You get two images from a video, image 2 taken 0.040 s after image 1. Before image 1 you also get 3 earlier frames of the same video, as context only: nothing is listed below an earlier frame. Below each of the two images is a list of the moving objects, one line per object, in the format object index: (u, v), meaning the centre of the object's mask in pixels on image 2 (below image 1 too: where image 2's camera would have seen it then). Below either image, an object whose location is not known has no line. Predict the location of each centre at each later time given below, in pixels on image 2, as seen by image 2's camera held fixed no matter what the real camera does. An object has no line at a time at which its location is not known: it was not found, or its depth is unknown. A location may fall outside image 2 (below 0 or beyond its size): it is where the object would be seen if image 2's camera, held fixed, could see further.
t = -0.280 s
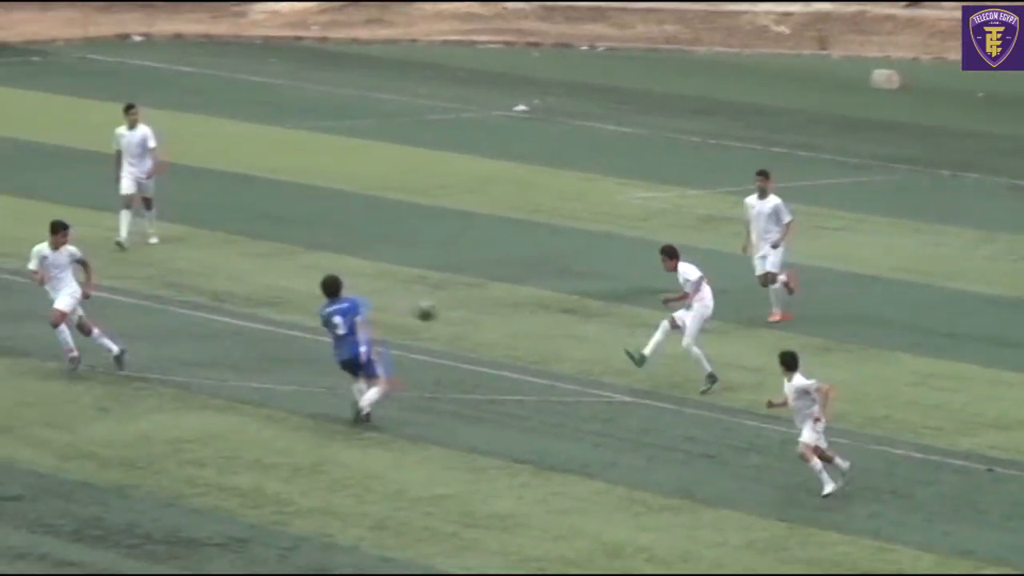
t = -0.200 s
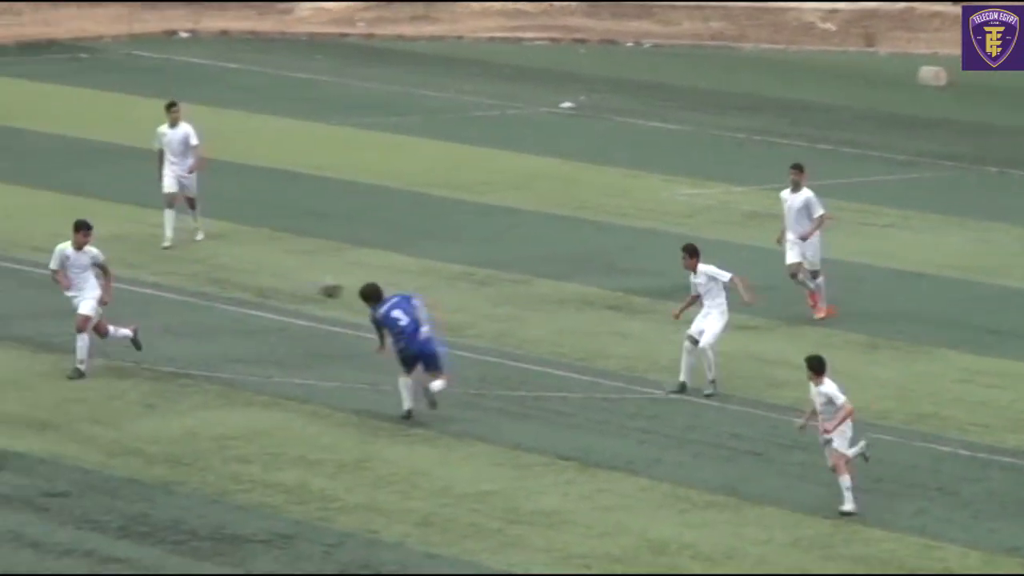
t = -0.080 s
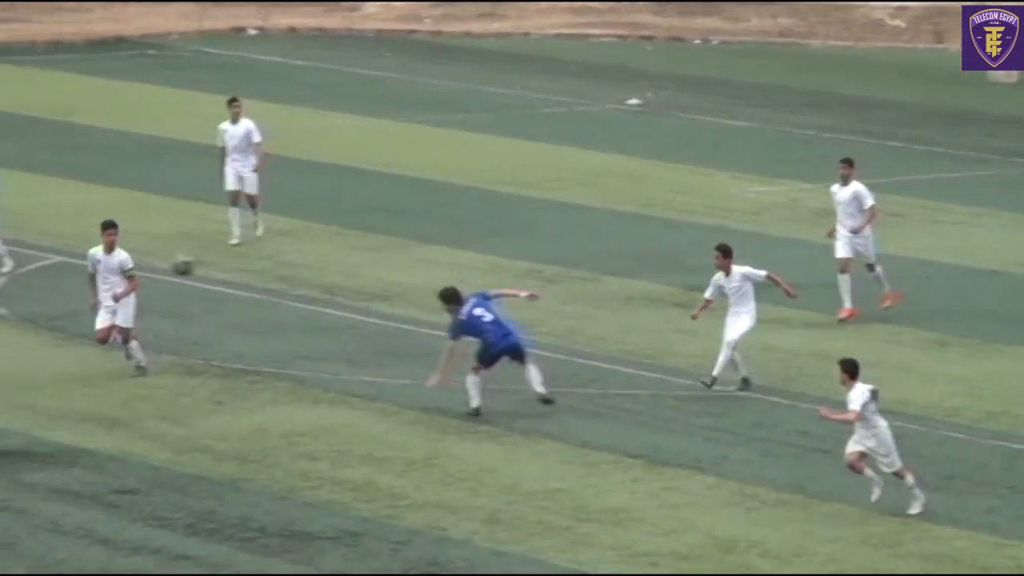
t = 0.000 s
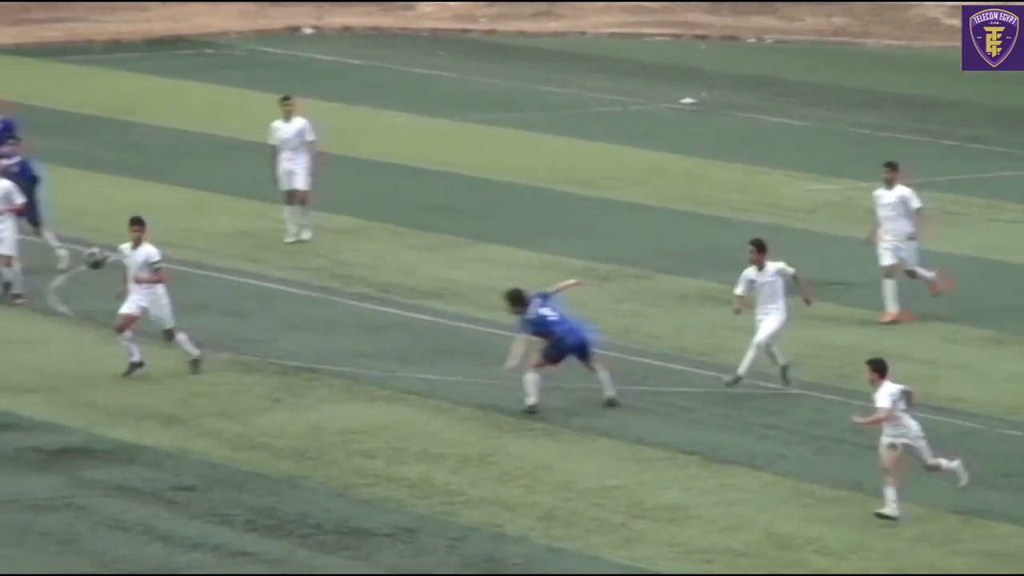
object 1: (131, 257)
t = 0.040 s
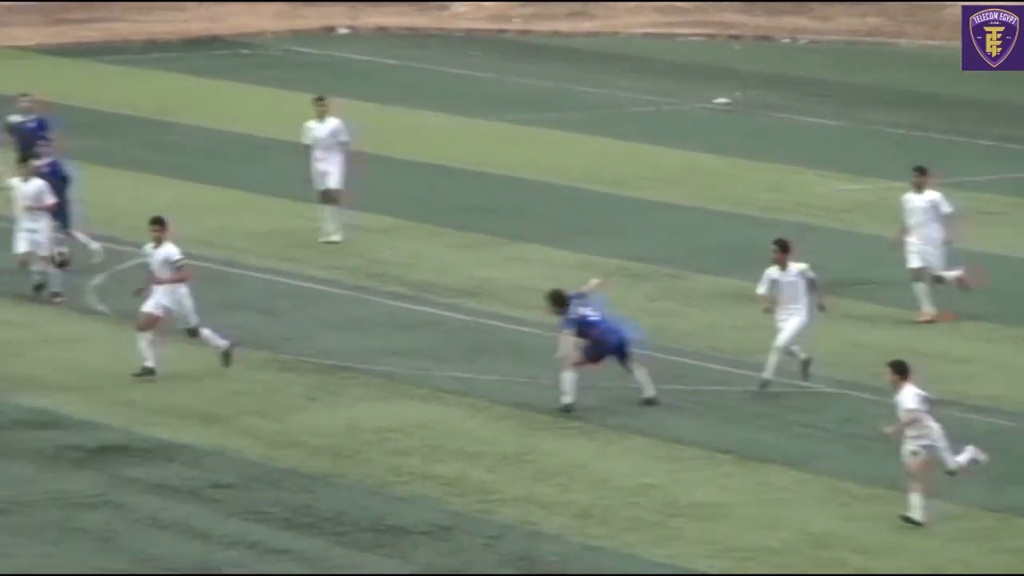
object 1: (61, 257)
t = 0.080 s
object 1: (-12, 259)
